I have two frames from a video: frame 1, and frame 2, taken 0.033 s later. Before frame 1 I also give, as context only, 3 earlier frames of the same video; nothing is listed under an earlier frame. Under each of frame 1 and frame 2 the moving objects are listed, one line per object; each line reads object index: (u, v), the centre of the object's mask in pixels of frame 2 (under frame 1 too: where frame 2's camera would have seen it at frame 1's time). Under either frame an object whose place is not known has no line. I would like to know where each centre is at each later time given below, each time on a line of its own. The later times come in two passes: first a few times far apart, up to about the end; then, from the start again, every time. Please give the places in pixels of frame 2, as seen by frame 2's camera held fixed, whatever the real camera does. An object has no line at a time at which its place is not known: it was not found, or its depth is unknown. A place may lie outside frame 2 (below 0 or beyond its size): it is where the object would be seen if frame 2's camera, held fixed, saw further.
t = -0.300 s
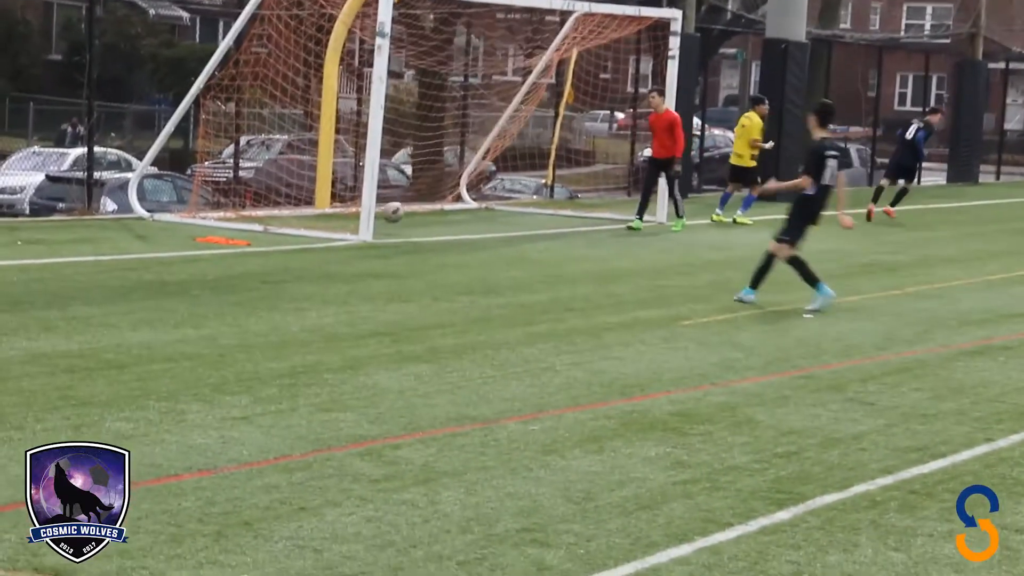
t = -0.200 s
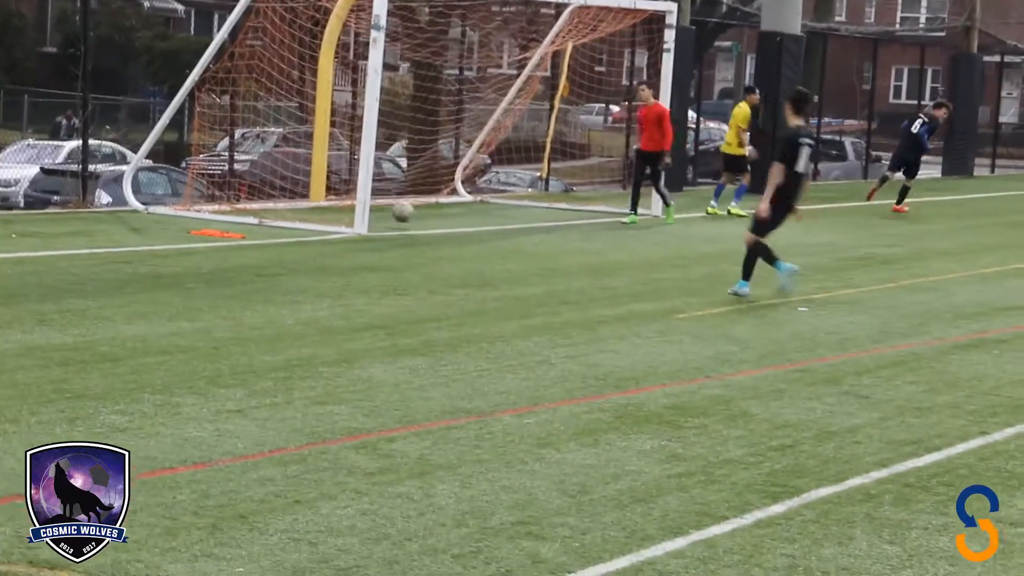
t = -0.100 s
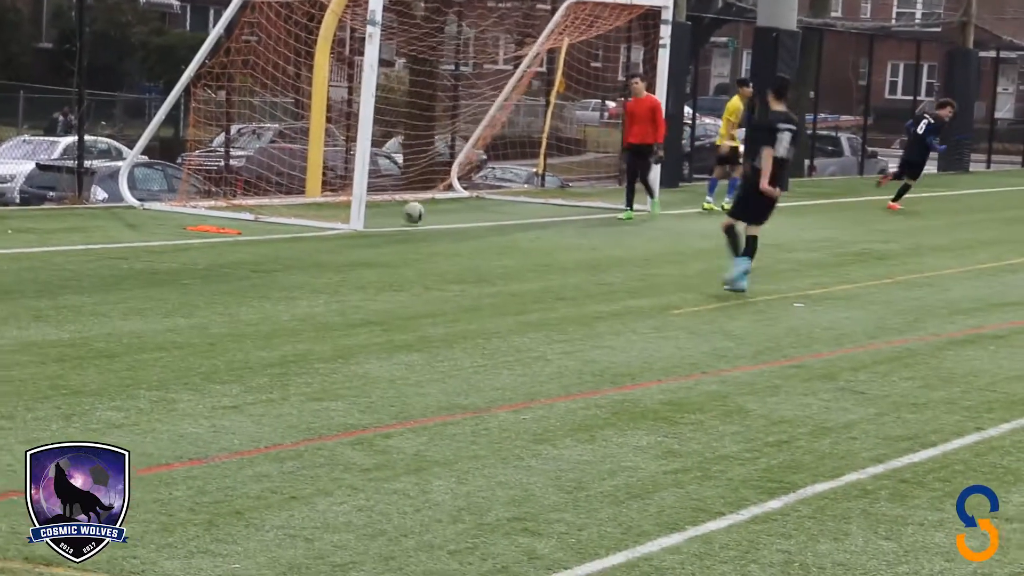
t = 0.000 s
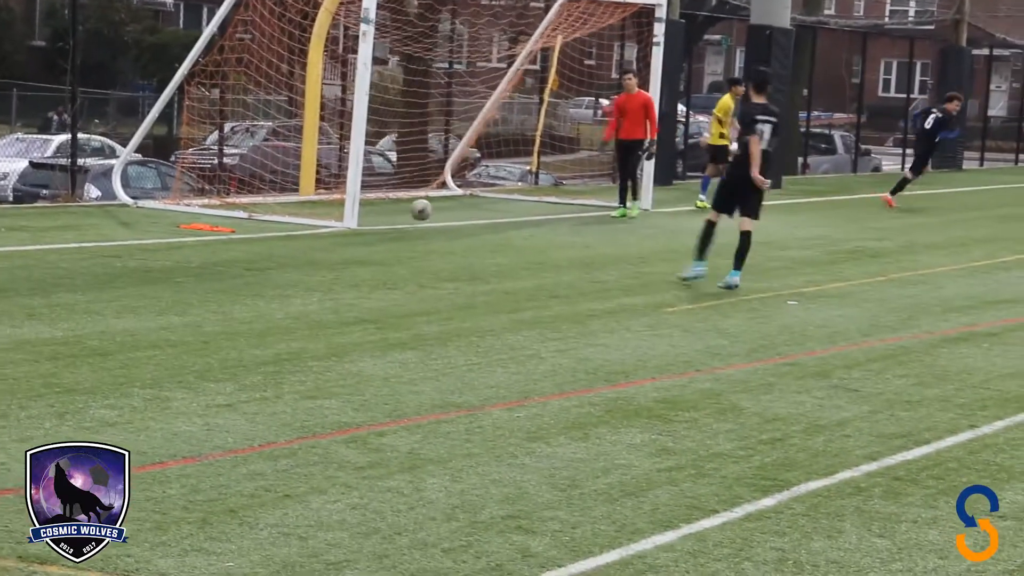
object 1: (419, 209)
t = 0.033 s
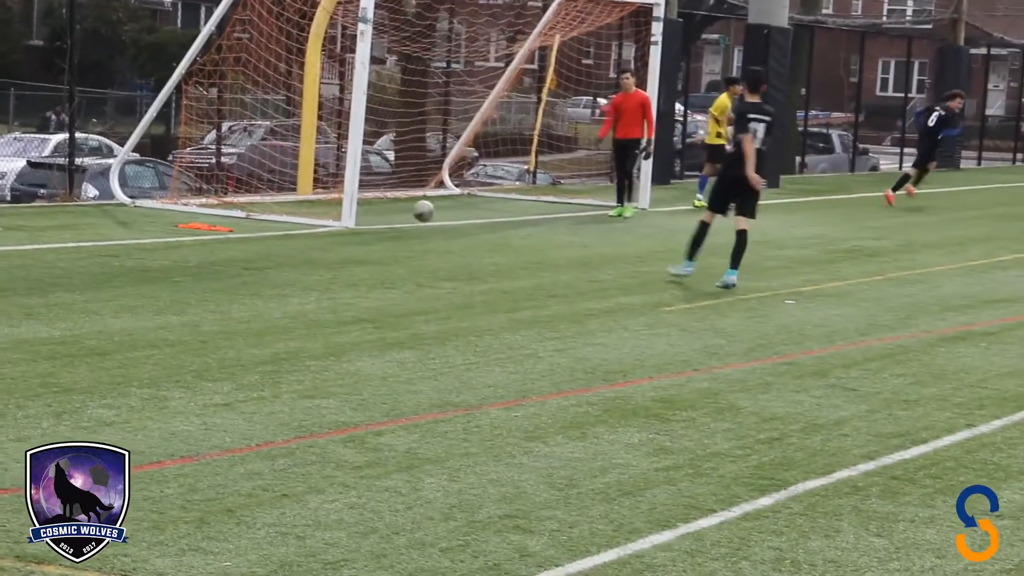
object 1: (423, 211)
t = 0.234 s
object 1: (451, 216)
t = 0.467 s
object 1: (481, 220)
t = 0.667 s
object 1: (499, 223)
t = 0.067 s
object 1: (428, 213)
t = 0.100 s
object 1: (433, 214)
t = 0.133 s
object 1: (437, 213)
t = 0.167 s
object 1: (442, 213)
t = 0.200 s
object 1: (447, 213)
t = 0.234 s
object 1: (451, 216)
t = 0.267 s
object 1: (455, 218)
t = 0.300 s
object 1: (460, 217)
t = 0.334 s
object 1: (464, 217)
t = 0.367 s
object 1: (469, 219)
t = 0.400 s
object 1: (473, 219)
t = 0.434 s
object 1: (477, 219)
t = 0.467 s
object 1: (481, 220)
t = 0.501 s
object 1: (485, 221)
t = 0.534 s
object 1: (488, 221)
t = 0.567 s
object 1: (491, 221)
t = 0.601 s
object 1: (494, 222)
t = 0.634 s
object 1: (497, 222)
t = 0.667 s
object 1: (499, 223)
